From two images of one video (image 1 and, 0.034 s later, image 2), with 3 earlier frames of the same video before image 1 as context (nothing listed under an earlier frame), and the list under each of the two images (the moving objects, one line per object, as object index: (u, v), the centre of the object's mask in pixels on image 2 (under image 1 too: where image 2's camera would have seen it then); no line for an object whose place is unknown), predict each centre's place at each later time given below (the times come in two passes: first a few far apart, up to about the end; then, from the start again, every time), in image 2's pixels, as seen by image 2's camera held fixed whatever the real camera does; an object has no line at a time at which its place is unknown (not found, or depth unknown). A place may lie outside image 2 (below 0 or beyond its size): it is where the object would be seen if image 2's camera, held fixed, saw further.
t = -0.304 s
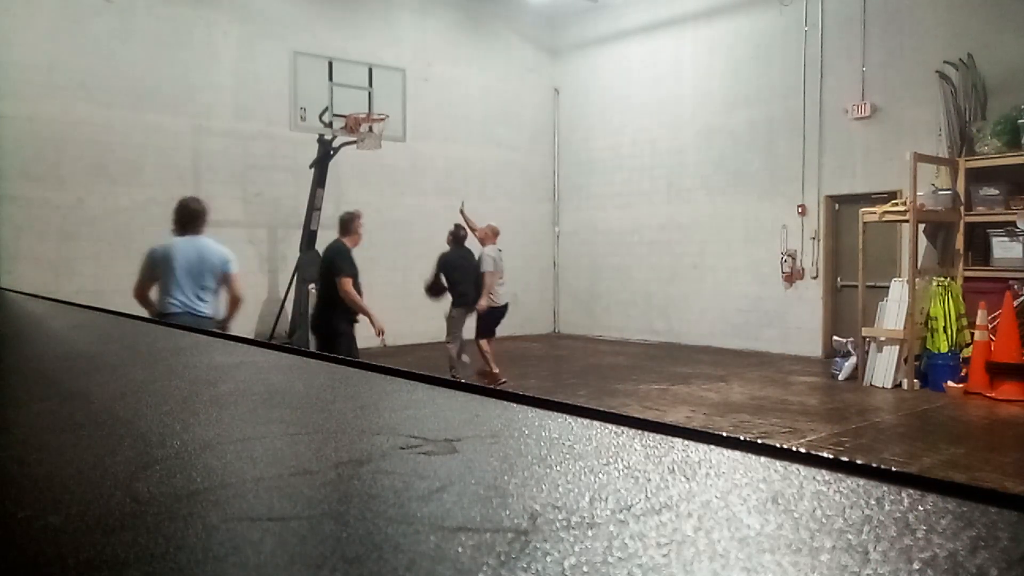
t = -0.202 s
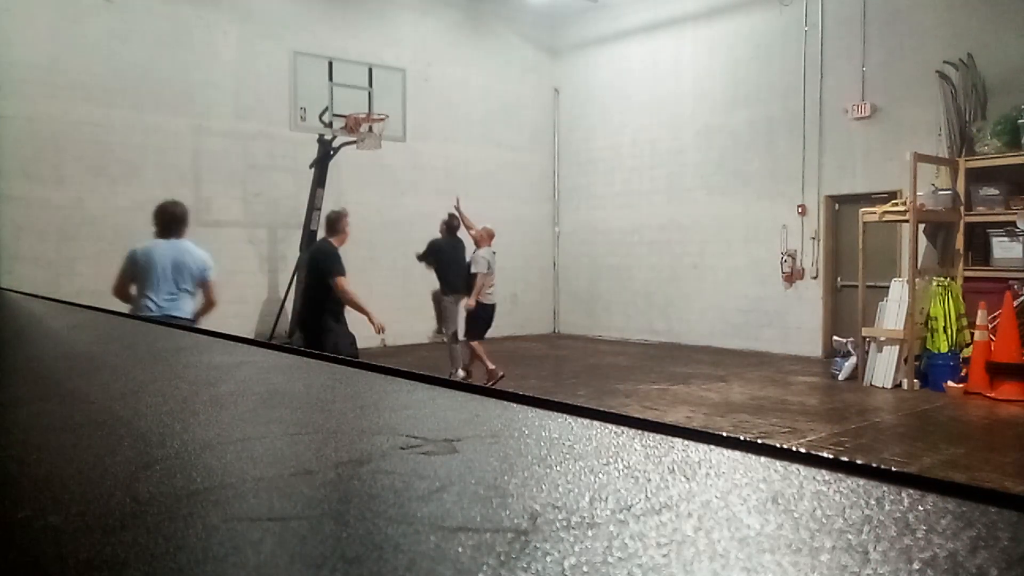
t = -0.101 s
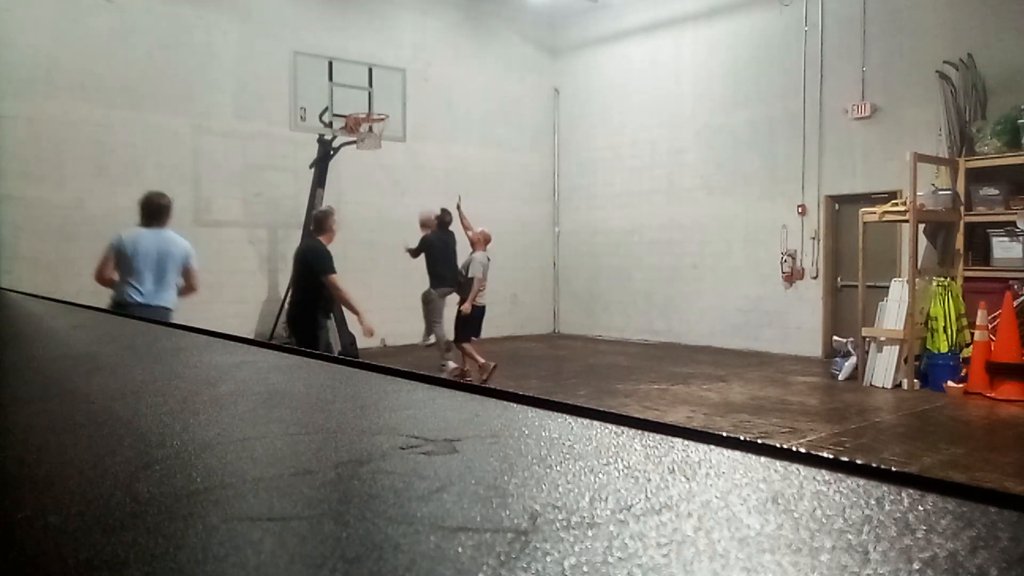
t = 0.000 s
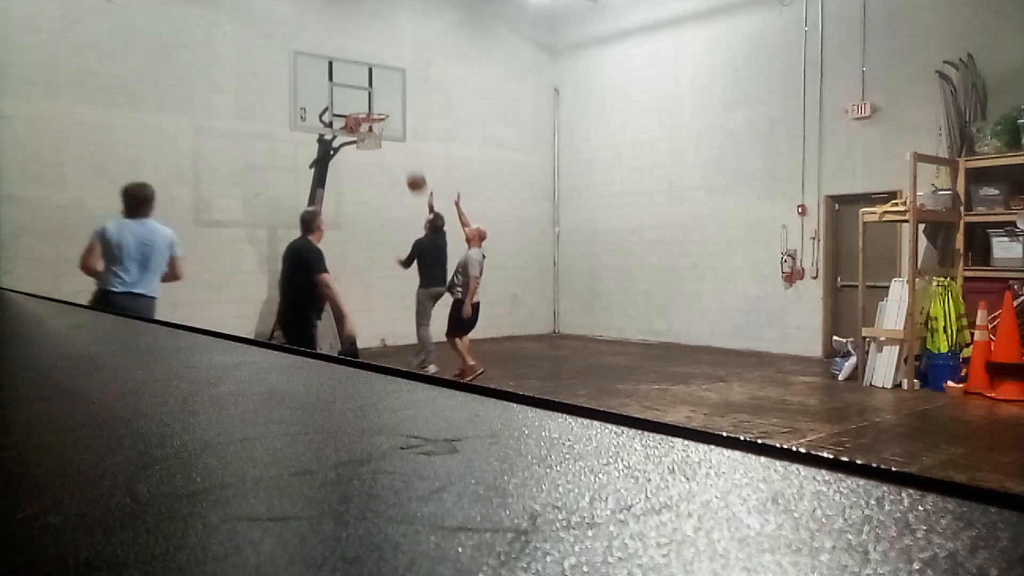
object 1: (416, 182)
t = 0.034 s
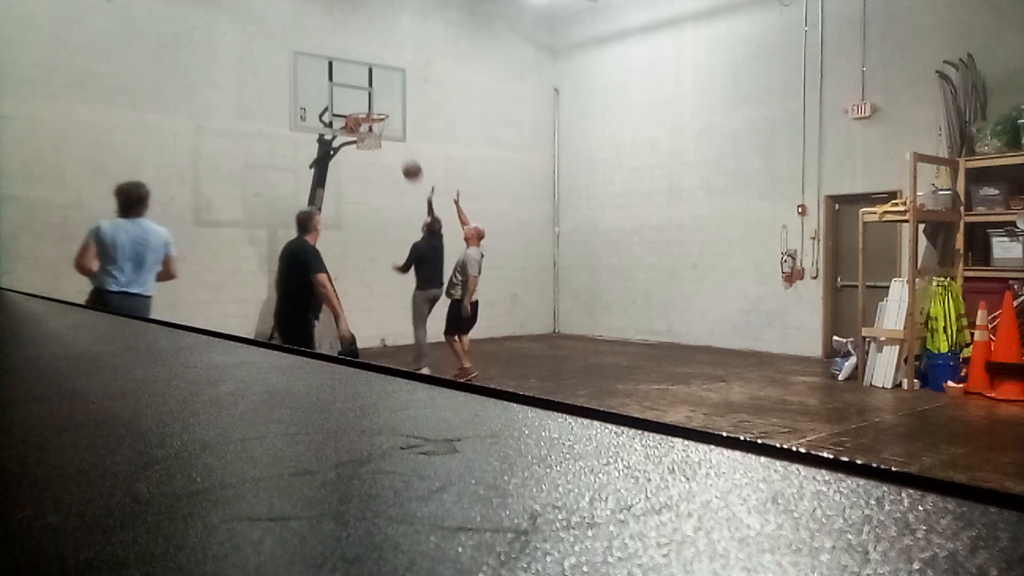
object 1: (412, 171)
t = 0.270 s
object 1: (397, 129)
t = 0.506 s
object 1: (423, 167)
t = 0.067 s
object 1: (408, 160)
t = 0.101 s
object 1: (404, 151)
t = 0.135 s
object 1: (399, 142)
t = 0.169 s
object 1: (395, 134)
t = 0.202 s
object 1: (392, 128)
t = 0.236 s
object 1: (393, 127)
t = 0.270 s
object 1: (397, 129)
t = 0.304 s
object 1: (400, 131)
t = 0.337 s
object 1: (404, 135)
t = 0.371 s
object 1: (408, 140)
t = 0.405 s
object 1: (412, 145)
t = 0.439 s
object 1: (416, 151)
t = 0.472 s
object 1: (419, 158)
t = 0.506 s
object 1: (423, 167)
